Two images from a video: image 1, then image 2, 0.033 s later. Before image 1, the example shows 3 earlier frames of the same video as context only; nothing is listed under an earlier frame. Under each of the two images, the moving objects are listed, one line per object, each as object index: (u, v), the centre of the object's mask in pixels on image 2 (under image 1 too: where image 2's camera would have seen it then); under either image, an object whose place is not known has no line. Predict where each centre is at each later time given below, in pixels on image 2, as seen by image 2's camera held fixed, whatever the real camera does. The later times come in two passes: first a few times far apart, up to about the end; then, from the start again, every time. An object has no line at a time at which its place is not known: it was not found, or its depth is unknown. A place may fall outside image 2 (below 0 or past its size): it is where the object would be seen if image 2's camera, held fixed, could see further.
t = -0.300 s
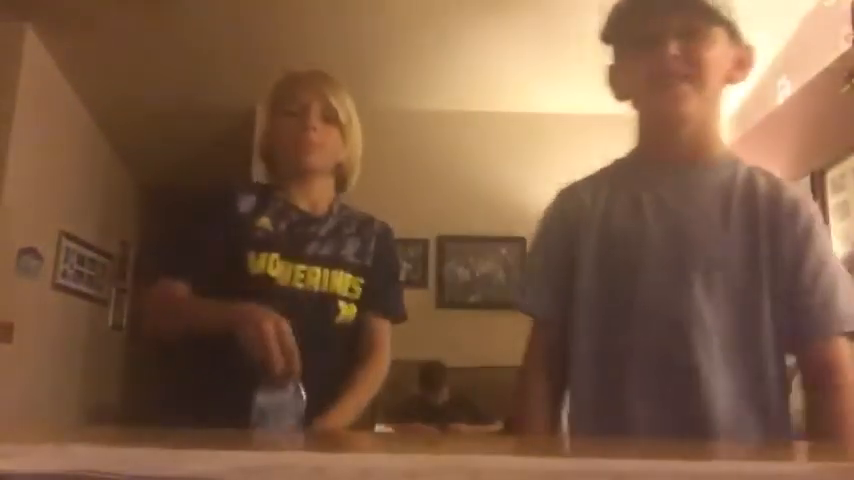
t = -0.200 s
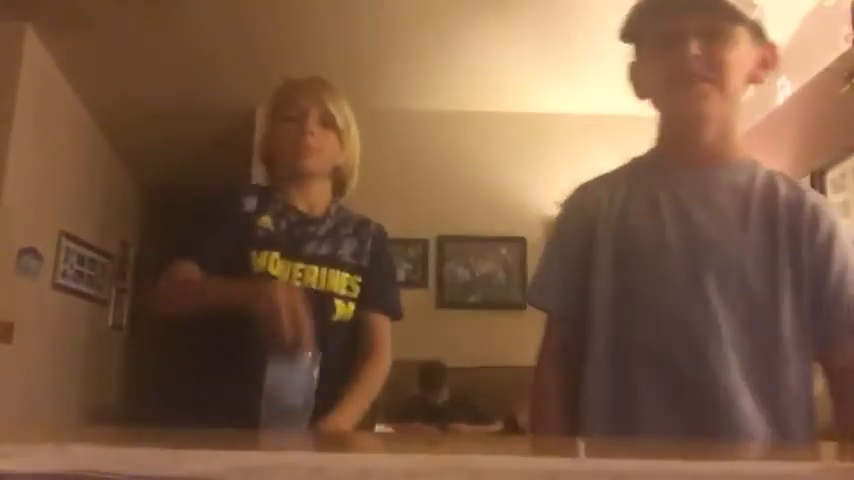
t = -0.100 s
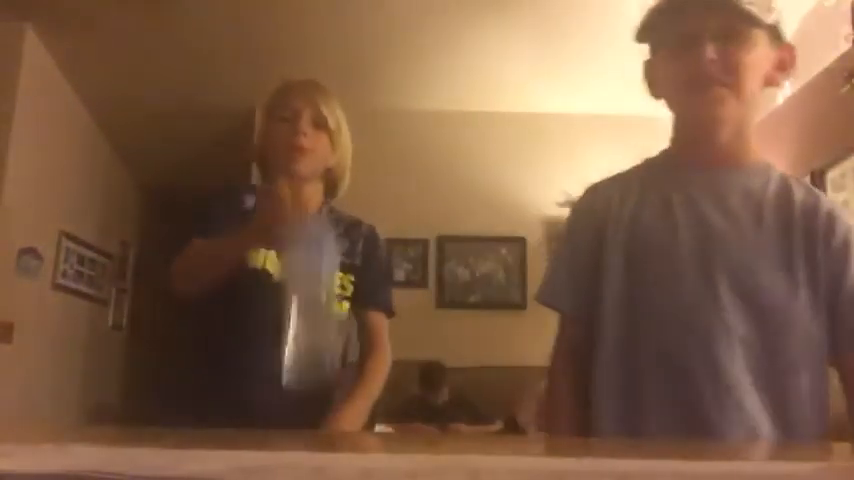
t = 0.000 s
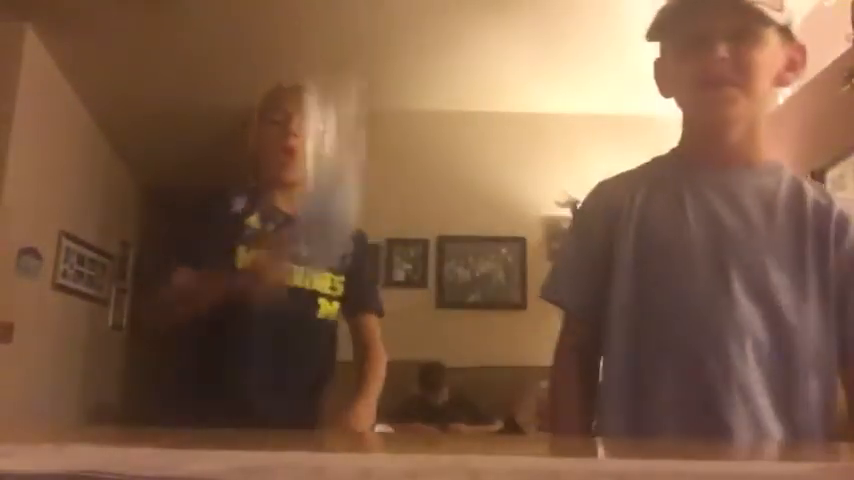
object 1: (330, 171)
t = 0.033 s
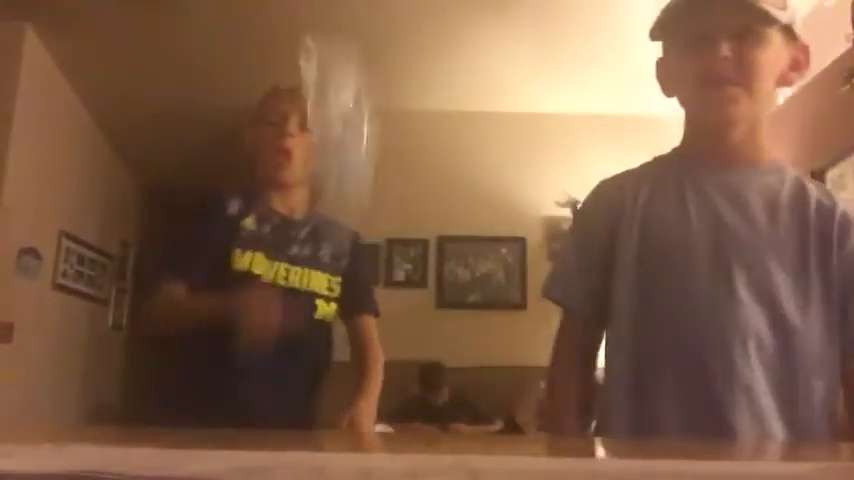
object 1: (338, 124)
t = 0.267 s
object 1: (335, 46)
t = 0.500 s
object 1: (325, 384)
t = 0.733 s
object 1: (316, 391)
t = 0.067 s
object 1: (347, 49)
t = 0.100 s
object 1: (338, 25)
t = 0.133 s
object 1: (330, 24)
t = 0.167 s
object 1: (332, 24)
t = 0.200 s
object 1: (334, 27)
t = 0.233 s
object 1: (333, 33)
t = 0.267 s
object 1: (335, 46)
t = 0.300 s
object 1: (337, 61)
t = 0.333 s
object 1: (336, 85)
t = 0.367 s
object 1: (333, 120)
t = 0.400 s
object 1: (334, 221)
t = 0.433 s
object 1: (331, 321)
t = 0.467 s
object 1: (327, 372)
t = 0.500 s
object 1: (325, 384)
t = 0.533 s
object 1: (322, 383)
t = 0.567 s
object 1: (320, 388)
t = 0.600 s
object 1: (317, 391)
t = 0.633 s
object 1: (317, 392)
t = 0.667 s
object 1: (315, 390)
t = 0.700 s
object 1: (316, 390)
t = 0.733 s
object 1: (316, 391)
